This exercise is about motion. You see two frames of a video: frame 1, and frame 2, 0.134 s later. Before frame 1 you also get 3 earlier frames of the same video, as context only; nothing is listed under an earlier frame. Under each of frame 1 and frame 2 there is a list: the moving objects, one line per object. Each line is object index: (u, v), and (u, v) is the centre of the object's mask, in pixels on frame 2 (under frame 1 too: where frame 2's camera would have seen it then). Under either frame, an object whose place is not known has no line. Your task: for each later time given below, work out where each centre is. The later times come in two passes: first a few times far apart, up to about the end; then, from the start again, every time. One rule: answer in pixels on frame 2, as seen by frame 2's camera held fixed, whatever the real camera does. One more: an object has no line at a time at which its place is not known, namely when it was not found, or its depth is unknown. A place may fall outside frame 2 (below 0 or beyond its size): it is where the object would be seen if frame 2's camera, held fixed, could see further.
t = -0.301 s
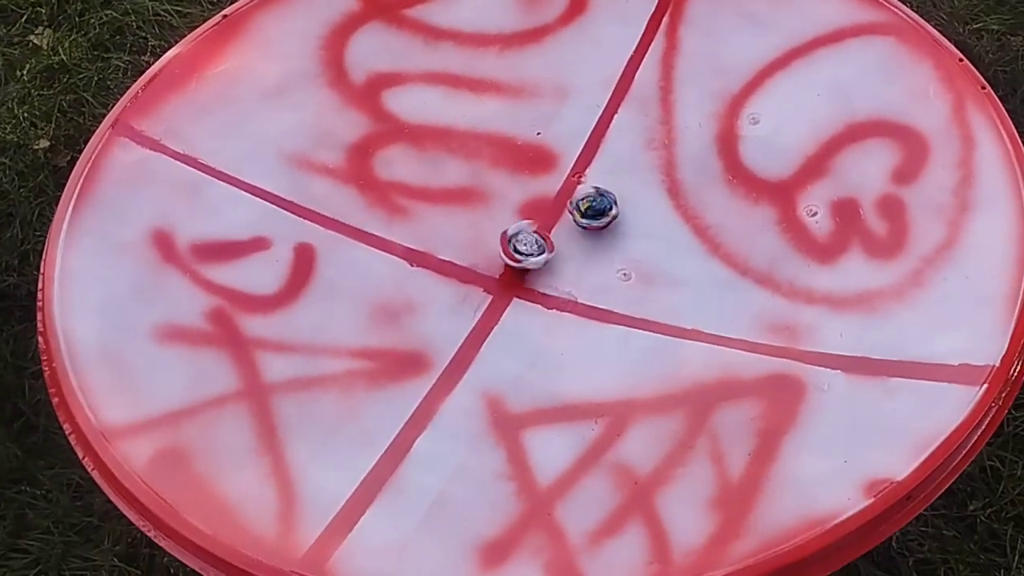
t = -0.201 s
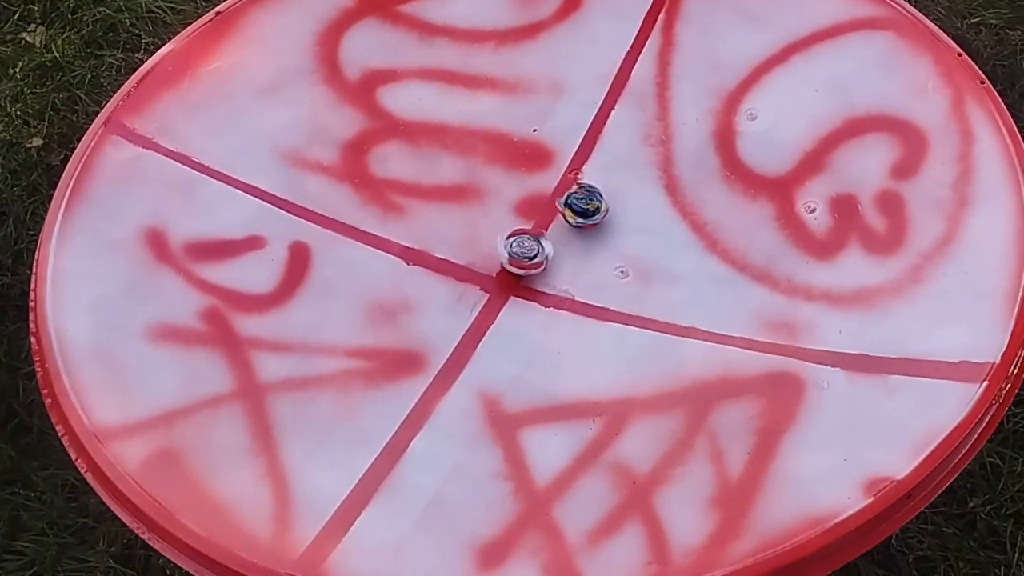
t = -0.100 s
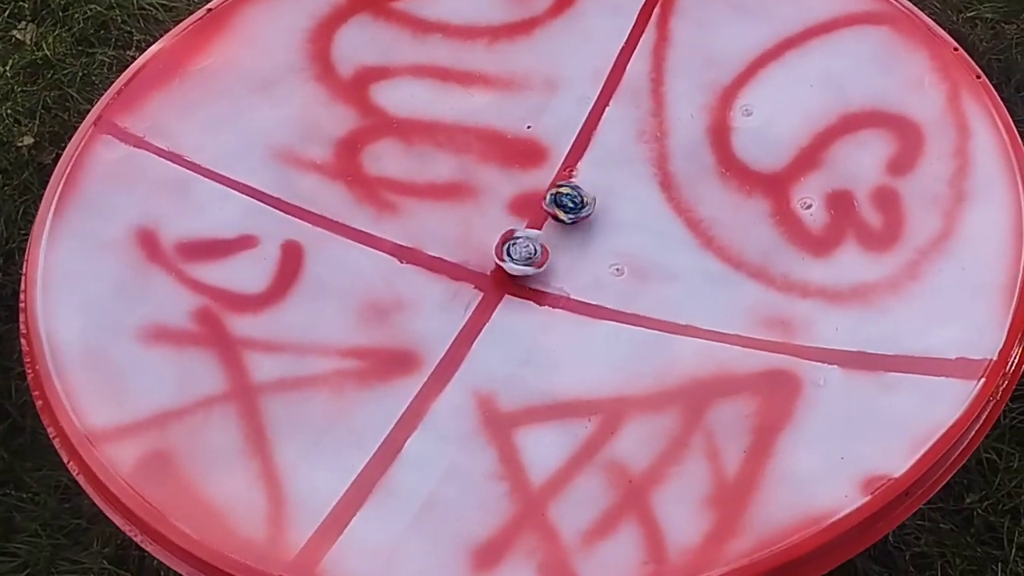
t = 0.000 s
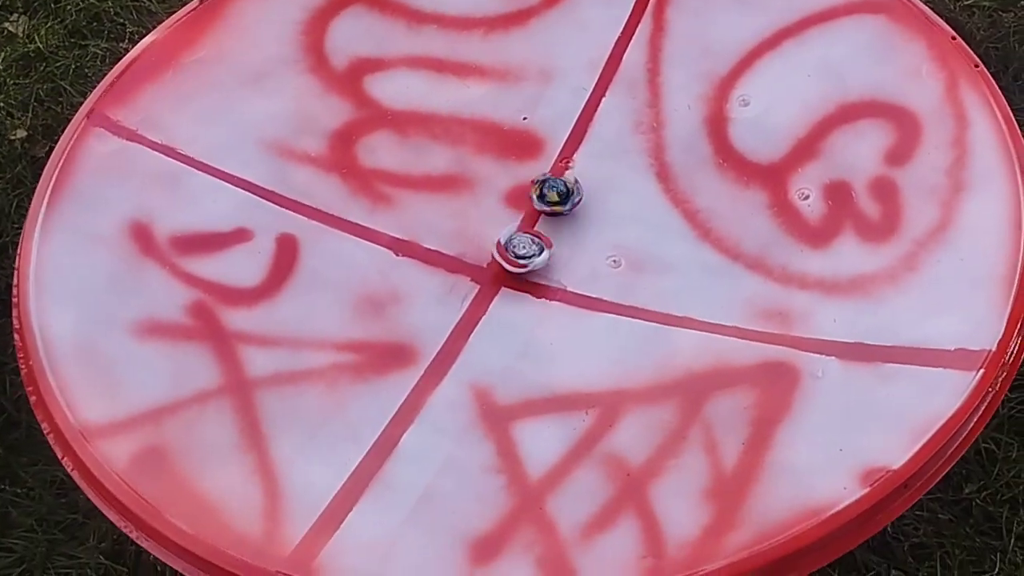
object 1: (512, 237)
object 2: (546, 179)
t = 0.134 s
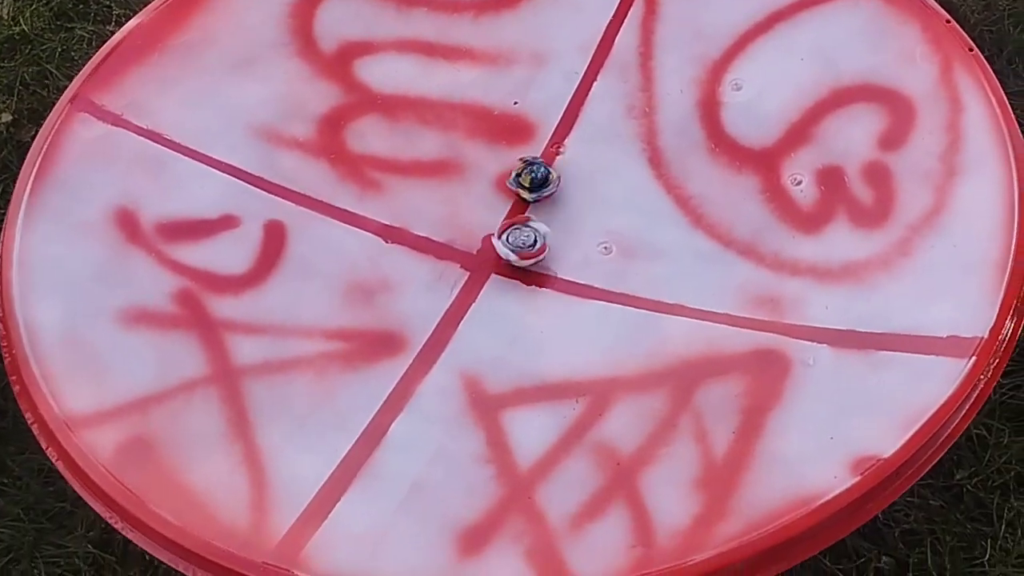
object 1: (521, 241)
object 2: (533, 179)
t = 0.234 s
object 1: (526, 242)
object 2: (528, 180)
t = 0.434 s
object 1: (542, 242)
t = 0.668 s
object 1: (556, 234)
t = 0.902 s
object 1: (565, 219)
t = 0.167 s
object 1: (524, 241)
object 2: (532, 179)
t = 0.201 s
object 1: (524, 241)
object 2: (529, 179)
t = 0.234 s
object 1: (526, 242)
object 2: (528, 180)
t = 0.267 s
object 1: (527, 243)
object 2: (524, 179)
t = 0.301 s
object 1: (530, 243)
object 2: (522, 180)
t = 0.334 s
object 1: (532, 244)
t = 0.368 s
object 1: (535, 243)
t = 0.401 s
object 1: (539, 242)
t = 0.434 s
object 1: (542, 242)
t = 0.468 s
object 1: (546, 240)
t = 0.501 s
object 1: (546, 240)
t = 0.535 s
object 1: (548, 239)
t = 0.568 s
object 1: (549, 239)
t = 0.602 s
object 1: (553, 237)
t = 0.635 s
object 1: (554, 236)
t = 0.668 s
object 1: (556, 234)
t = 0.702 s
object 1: (558, 232)
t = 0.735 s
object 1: (559, 230)
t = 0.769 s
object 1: (561, 229)
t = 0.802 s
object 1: (562, 227)
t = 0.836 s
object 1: (564, 225)
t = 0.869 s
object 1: (563, 222)
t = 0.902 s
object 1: (565, 219)
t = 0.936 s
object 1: (565, 217)
